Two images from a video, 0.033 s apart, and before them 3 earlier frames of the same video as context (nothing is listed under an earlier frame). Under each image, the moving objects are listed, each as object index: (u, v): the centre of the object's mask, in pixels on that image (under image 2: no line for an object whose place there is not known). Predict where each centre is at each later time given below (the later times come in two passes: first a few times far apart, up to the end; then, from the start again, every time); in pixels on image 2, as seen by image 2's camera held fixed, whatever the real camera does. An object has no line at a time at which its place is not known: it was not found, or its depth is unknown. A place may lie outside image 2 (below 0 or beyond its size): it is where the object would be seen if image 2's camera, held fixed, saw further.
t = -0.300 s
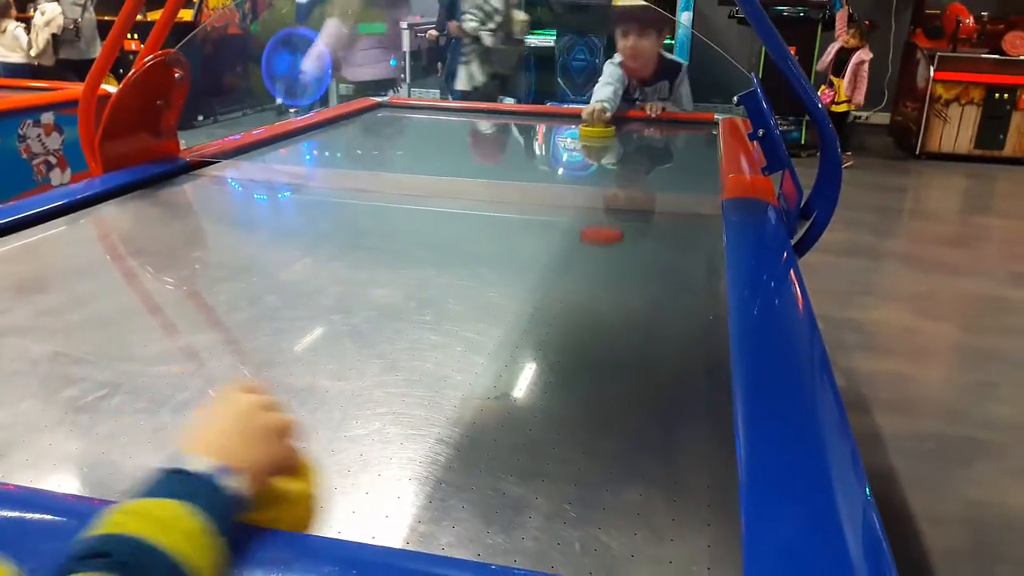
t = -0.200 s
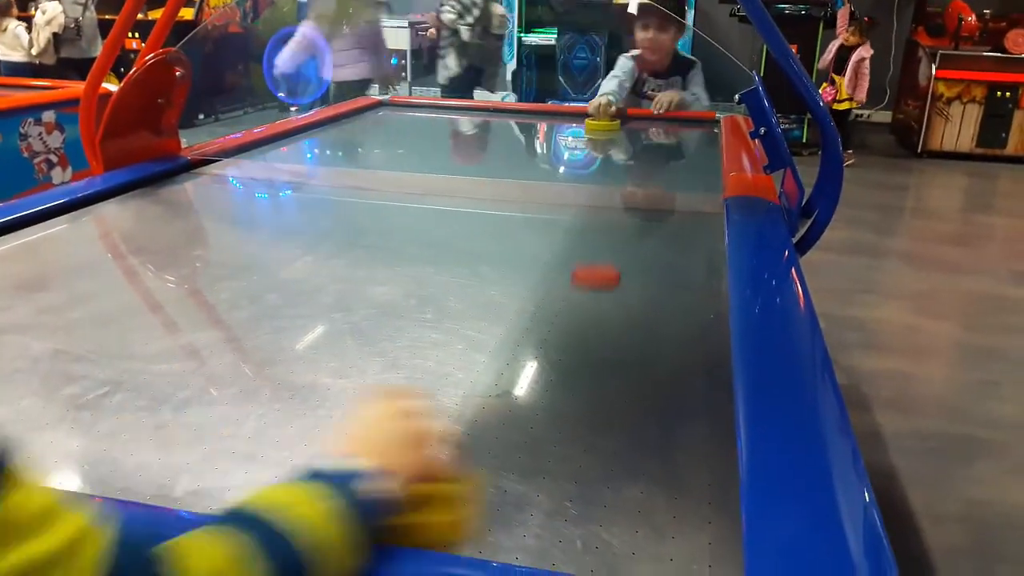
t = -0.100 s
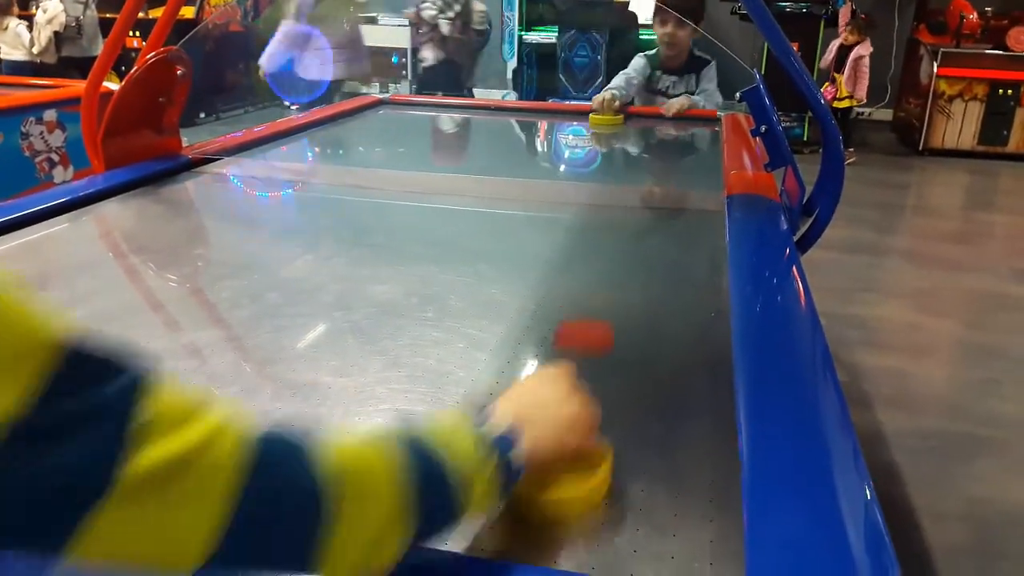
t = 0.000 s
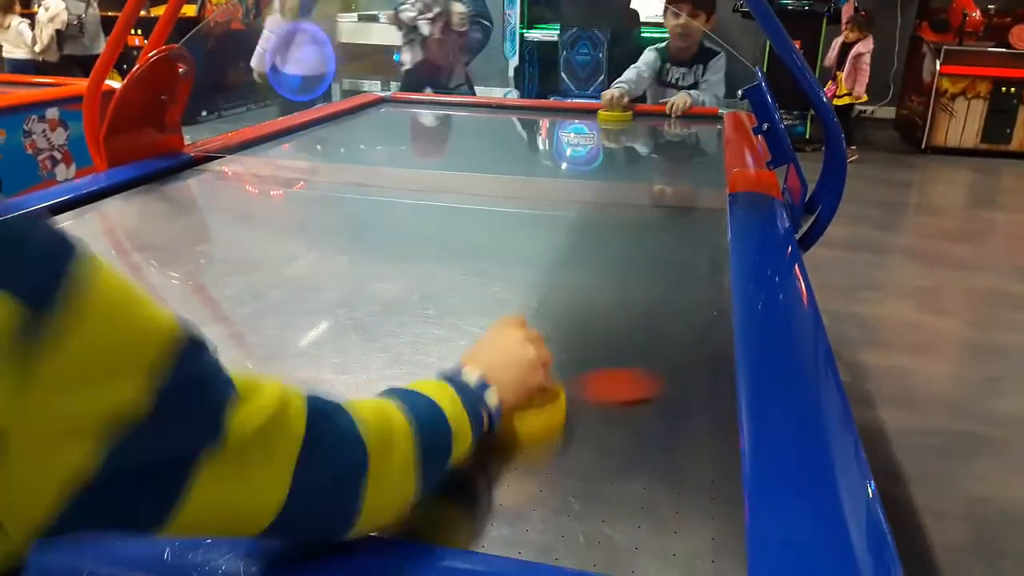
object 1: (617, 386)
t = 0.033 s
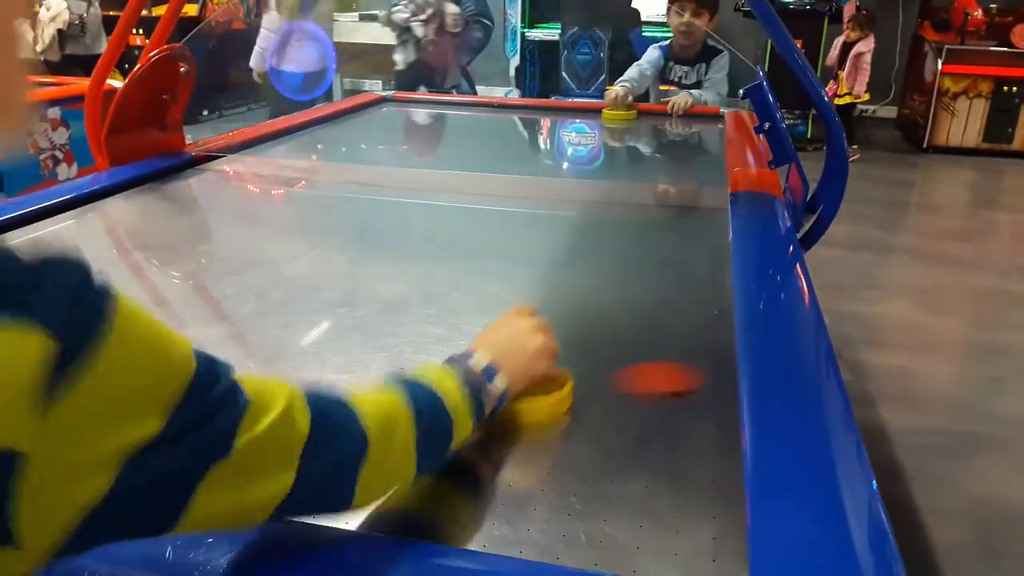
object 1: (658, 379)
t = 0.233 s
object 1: (613, 323)
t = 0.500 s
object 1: (444, 262)
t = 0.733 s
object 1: (336, 222)
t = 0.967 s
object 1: (252, 191)
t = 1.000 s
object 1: (242, 187)
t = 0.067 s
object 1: (696, 372)
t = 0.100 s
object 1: (714, 364)
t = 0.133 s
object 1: (697, 354)
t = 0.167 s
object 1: (667, 343)
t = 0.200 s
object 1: (639, 332)
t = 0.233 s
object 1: (613, 323)
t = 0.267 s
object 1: (588, 314)
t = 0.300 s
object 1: (564, 305)
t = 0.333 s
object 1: (542, 298)
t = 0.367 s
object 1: (520, 290)
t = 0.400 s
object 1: (499, 282)
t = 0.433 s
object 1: (480, 275)
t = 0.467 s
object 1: (462, 268)
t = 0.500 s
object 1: (444, 262)
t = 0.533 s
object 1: (426, 255)
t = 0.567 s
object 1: (409, 249)
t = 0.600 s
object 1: (394, 243)
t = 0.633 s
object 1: (378, 237)
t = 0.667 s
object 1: (364, 232)
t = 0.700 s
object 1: (349, 227)
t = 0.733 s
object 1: (336, 222)
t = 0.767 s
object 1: (323, 217)
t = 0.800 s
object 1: (309, 212)
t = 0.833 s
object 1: (297, 208)
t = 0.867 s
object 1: (285, 203)
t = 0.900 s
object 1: (273, 199)
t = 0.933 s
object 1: (262, 195)
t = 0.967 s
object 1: (252, 191)
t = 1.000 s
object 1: (242, 187)
